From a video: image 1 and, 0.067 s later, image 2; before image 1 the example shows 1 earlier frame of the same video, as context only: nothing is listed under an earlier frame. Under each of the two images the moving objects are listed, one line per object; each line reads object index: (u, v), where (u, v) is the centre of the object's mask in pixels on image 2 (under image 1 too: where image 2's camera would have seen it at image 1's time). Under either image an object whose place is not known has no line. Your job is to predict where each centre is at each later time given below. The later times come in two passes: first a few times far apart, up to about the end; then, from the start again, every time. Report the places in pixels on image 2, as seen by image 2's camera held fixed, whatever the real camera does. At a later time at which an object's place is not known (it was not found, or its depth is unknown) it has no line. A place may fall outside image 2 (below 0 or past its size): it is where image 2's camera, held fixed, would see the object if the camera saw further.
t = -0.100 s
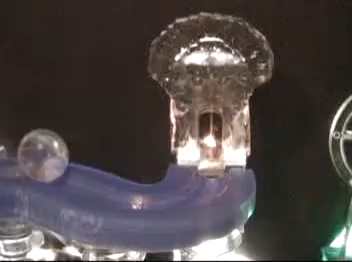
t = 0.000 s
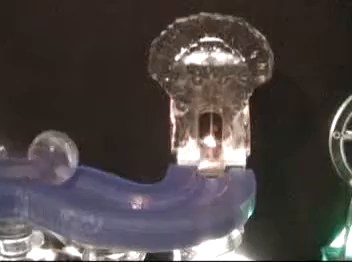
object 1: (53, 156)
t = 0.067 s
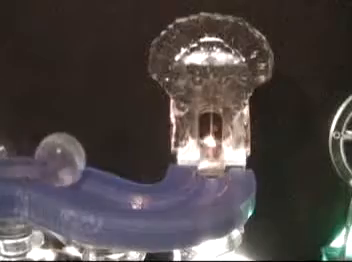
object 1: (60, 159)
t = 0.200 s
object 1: (74, 165)
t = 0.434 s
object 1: (102, 174)
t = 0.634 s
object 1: (137, 183)
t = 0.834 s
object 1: (179, 181)
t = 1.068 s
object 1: (207, 169)
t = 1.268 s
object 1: (212, 161)
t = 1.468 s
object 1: (208, 166)
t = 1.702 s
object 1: (204, 171)
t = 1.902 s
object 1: (198, 176)
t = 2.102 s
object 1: (192, 177)
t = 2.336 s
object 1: (189, 179)
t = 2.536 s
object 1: (185, 180)
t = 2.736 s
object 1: (184, 181)
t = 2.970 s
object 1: (186, 180)
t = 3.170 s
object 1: (189, 178)
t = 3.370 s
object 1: (191, 178)
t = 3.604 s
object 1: (194, 177)
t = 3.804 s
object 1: (200, 174)
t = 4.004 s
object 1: (205, 170)
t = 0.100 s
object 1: (64, 160)
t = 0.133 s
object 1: (68, 161)
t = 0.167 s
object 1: (71, 163)
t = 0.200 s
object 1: (74, 165)
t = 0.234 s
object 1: (78, 167)
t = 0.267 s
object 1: (82, 168)
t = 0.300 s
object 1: (85, 169)
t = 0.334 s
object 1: (89, 171)
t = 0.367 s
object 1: (93, 172)
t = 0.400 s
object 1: (97, 173)
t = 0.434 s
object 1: (102, 174)
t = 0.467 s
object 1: (106, 176)
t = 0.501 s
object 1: (112, 178)
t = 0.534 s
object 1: (117, 179)
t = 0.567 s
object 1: (124, 180)
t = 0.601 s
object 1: (130, 182)
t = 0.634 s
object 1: (137, 183)
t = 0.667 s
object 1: (144, 183)
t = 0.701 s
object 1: (151, 184)
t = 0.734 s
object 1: (159, 184)
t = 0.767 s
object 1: (167, 183)
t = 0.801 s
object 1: (173, 182)
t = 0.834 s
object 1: (179, 181)
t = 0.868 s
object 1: (185, 179)
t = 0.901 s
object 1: (190, 178)
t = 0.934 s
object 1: (196, 177)
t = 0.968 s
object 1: (200, 175)
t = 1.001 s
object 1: (202, 174)
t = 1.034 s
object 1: (204, 171)
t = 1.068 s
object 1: (207, 169)
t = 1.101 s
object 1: (209, 167)
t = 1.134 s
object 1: (210, 165)
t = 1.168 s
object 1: (211, 163)
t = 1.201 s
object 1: (212, 162)
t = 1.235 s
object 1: (212, 161)
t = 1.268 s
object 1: (212, 161)
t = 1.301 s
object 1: (211, 162)
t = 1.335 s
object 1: (211, 163)
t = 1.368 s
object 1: (211, 163)
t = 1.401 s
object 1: (210, 165)
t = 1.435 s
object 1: (209, 165)
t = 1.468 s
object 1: (208, 166)
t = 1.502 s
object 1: (208, 168)
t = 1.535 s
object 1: (207, 168)
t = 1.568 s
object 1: (206, 169)
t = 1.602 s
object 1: (205, 169)
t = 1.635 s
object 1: (205, 170)
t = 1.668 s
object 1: (205, 170)
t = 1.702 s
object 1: (204, 171)
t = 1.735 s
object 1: (203, 172)
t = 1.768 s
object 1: (202, 173)
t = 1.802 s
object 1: (201, 174)
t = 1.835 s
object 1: (201, 174)
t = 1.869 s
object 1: (199, 175)
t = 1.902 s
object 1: (198, 176)
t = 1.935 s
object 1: (197, 176)
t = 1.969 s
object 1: (196, 176)
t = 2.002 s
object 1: (195, 177)
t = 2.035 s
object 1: (194, 177)
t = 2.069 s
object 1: (193, 177)
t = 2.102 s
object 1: (192, 177)
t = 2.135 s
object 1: (192, 178)
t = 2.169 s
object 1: (192, 178)
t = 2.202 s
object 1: (191, 178)
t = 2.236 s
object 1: (190, 178)
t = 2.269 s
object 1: (190, 179)
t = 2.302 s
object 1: (189, 179)
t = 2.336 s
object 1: (189, 179)
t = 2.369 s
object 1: (188, 179)
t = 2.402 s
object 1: (188, 179)
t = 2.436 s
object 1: (187, 180)
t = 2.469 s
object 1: (186, 180)
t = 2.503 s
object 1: (186, 180)
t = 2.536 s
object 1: (185, 180)
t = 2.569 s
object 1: (185, 180)
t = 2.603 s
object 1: (184, 181)
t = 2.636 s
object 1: (184, 181)
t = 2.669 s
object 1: (184, 181)
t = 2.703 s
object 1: (184, 181)
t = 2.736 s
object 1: (184, 181)
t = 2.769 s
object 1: (184, 181)
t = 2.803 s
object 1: (184, 181)
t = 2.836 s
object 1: (184, 181)
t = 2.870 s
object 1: (184, 181)
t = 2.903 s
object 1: (184, 180)
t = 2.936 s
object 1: (185, 180)
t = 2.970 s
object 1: (186, 180)
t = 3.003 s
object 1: (186, 179)
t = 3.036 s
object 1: (187, 179)
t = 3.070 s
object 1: (187, 179)
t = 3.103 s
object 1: (188, 179)
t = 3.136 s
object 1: (189, 179)
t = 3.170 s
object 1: (189, 178)
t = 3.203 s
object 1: (189, 178)
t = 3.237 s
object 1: (190, 178)
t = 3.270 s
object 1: (190, 178)
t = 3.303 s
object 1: (190, 178)
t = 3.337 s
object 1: (190, 178)
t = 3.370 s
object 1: (191, 178)
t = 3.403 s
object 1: (191, 177)
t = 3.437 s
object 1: (191, 177)
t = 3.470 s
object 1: (192, 177)
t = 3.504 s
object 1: (192, 177)
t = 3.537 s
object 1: (193, 177)
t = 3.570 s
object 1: (194, 177)
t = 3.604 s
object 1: (194, 177)
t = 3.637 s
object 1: (195, 176)
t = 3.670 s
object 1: (196, 176)
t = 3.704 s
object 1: (197, 176)
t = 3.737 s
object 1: (198, 175)
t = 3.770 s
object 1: (199, 175)
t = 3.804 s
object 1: (200, 174)
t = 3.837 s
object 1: (201, 174)
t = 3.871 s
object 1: (201, 173)
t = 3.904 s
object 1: (202, 172)
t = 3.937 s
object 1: (203, 172)
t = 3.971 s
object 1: (204, 171)
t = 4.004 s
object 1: (205, 170)
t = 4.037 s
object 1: (205, 169)
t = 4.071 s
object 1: (206, 169)
